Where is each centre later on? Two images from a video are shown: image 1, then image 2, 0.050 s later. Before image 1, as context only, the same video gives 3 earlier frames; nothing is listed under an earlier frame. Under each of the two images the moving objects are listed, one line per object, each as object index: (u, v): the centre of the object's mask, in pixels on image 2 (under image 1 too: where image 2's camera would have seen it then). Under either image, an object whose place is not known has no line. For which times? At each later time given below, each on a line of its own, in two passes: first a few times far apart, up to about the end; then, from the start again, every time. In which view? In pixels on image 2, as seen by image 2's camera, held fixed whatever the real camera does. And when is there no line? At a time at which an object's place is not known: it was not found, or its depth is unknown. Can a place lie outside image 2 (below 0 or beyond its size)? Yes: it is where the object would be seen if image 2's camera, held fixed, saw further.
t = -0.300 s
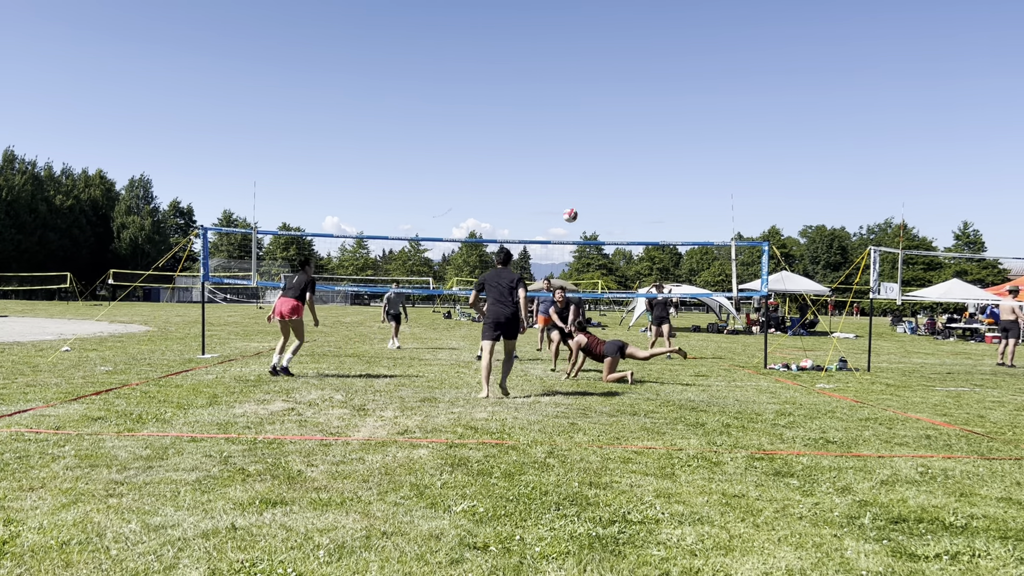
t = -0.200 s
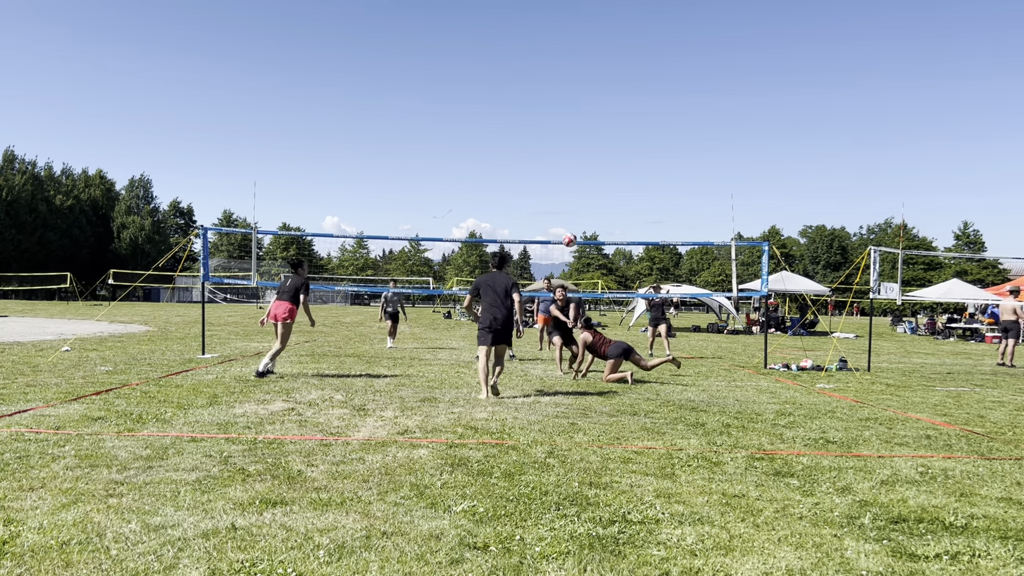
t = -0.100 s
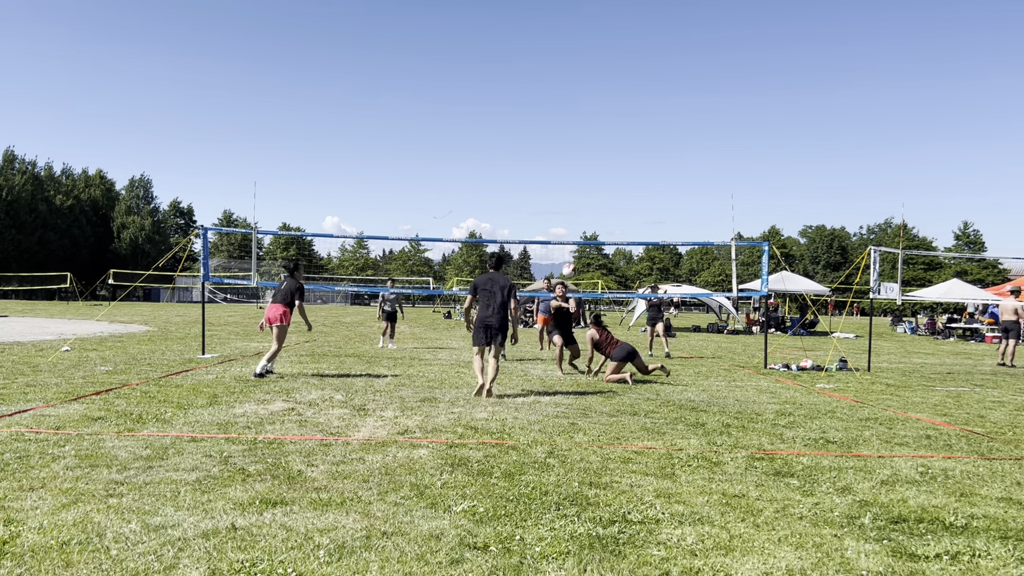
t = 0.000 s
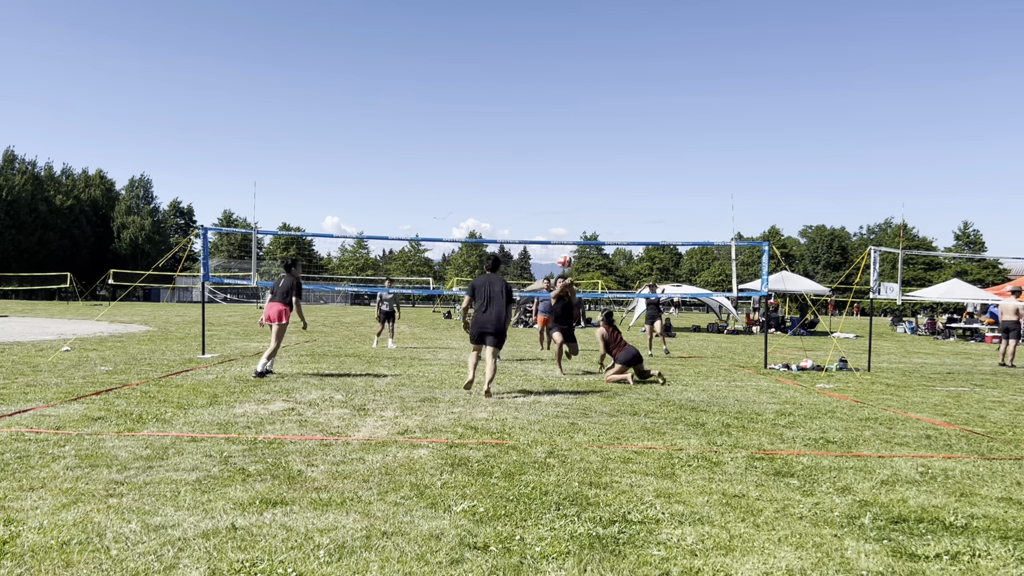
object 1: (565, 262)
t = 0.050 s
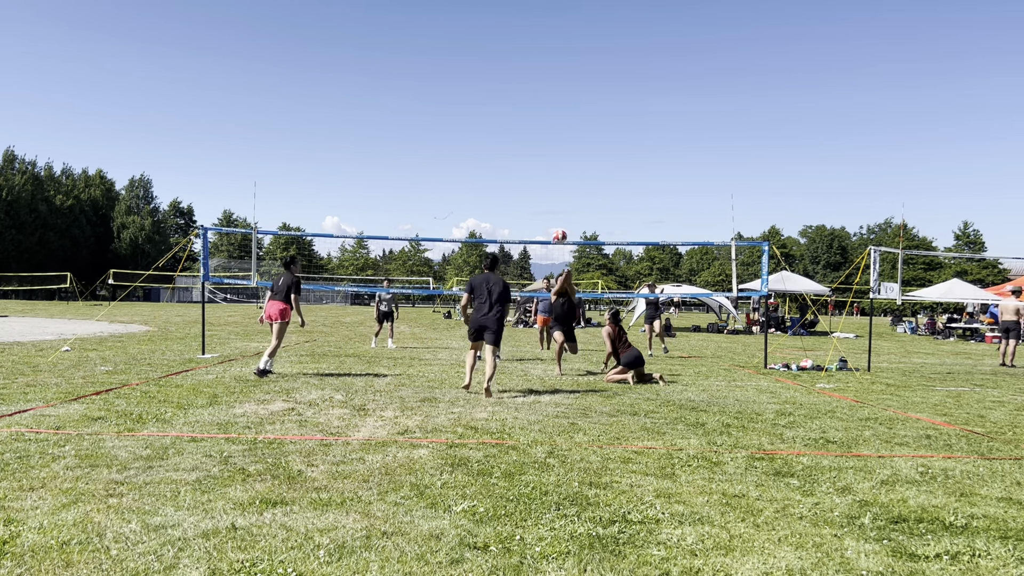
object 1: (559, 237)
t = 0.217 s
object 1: (543, 166)
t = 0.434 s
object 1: (524, 102)
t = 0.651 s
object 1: (509, 69)
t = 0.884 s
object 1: (497, 69)
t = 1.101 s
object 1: (488, 99)
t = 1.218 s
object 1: (485, 129)
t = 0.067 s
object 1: (558, 229)
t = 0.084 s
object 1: (556, 221)
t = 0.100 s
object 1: (554, 213)
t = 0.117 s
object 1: (553, 206)
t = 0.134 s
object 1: (551, 199)
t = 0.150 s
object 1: (550, 192)
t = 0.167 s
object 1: (548, 185)
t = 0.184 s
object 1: (546, 178)
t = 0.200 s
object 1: (545, 172)
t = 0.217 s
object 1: (543, 166)
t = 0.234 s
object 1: (542, 160)
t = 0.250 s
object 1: (540, 154)
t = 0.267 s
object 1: (538, 148)
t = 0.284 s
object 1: (537, 143)
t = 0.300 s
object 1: (535, 138)
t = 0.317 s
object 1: (534, 132)
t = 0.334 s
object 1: (532, 127)
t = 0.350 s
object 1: (531, 123)
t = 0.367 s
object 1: (529, 118)
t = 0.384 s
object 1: (528, 114)
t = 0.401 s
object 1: (526, 110)
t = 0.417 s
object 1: (525, 106)
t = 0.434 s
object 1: (524, 102)
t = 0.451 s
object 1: (523, 99)
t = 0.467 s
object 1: (521, 95)
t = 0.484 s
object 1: (520, 92)
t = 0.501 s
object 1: (519, 89)
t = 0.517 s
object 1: (518, 86)
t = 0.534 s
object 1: (517, 83)
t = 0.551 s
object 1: (515, 81)
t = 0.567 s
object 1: (514, 78)
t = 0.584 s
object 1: (513, 76)
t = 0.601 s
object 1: (512, 74)
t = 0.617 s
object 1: (511, 72)
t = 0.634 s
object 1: (510, 71)
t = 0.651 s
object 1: (509, 69)
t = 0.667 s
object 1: (508, 68)
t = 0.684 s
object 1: (507, 67)
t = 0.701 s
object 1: (506, 66)
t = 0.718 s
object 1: (505, 66)
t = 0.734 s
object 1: (504, 65)
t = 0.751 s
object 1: (503, 65)
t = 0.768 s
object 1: (502, 65)
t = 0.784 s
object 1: (502, 65)
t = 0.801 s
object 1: (501, 65)
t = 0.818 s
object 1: (500, 66)
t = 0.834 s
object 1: (499, 66)
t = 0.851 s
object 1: (498, 67)
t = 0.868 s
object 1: (497, 68)
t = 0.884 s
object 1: (497, 69)
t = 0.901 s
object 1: (496, 70)
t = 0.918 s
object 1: (495, 71)
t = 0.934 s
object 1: (494, 73)
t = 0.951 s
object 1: (493, 75)
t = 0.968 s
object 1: (493, 77)
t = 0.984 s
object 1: (492, 79)
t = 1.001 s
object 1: (492, 81)
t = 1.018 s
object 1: (491, 84)
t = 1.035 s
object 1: (490, 86)
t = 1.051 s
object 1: (490, 89)
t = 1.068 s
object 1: (489, 92)
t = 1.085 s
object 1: (489, 96)
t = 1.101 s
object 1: (488, 99)
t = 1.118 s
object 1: (488, 103)
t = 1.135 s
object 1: (487, 107)
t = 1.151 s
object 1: (486, 111)
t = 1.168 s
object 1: (486, 115)
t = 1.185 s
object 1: (486, 119)
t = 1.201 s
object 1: (485, 124)
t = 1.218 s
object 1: (485, 129)
